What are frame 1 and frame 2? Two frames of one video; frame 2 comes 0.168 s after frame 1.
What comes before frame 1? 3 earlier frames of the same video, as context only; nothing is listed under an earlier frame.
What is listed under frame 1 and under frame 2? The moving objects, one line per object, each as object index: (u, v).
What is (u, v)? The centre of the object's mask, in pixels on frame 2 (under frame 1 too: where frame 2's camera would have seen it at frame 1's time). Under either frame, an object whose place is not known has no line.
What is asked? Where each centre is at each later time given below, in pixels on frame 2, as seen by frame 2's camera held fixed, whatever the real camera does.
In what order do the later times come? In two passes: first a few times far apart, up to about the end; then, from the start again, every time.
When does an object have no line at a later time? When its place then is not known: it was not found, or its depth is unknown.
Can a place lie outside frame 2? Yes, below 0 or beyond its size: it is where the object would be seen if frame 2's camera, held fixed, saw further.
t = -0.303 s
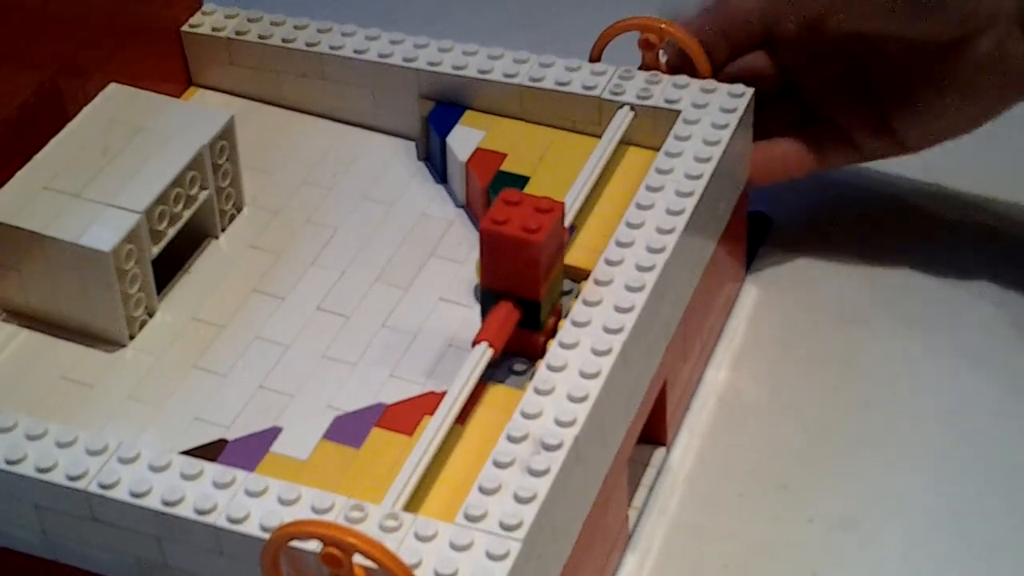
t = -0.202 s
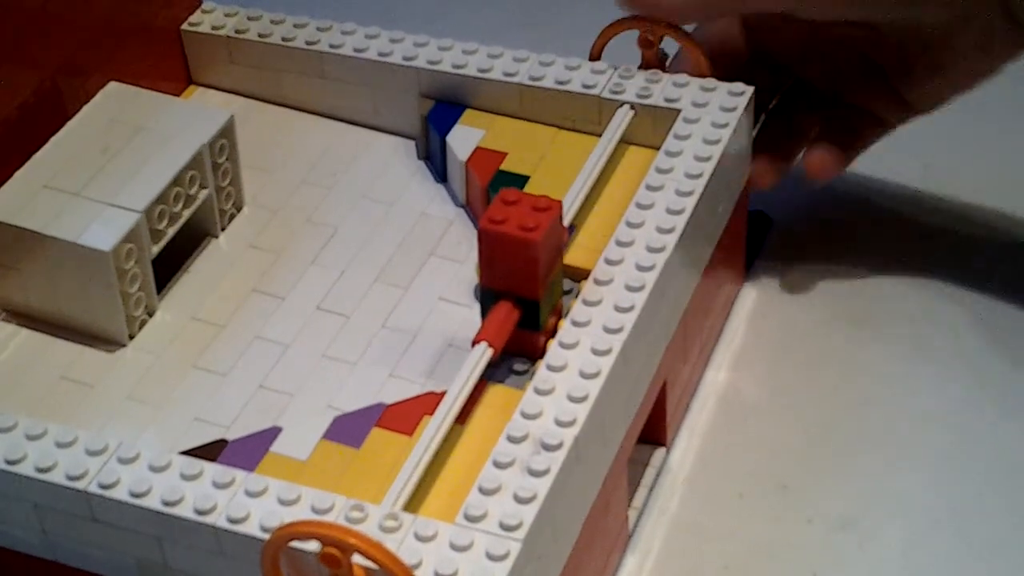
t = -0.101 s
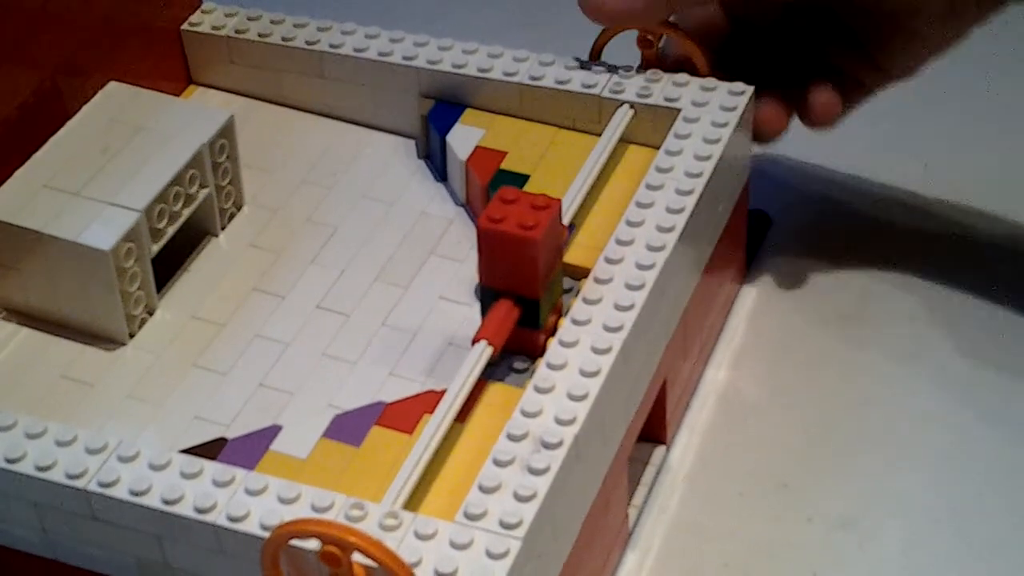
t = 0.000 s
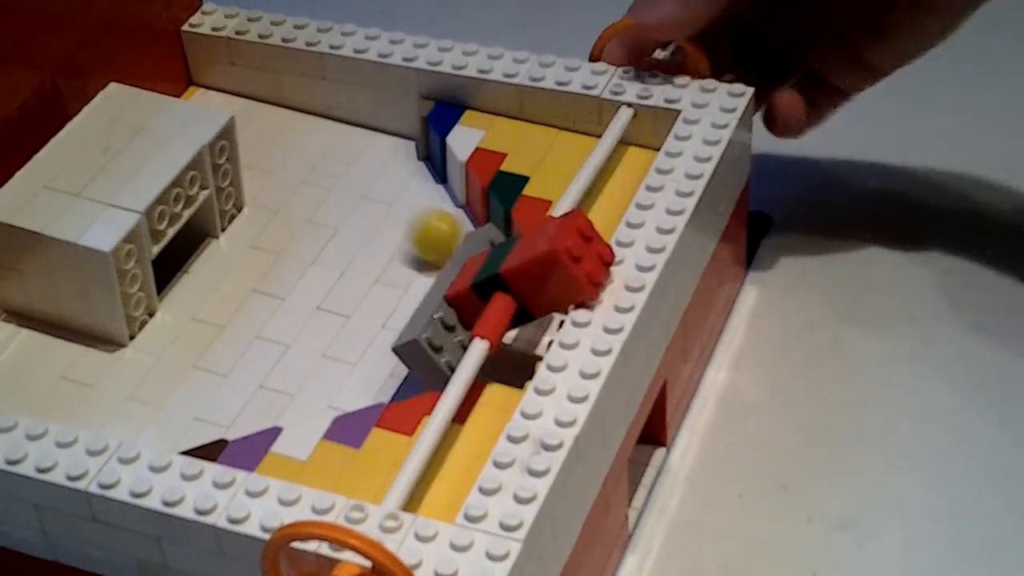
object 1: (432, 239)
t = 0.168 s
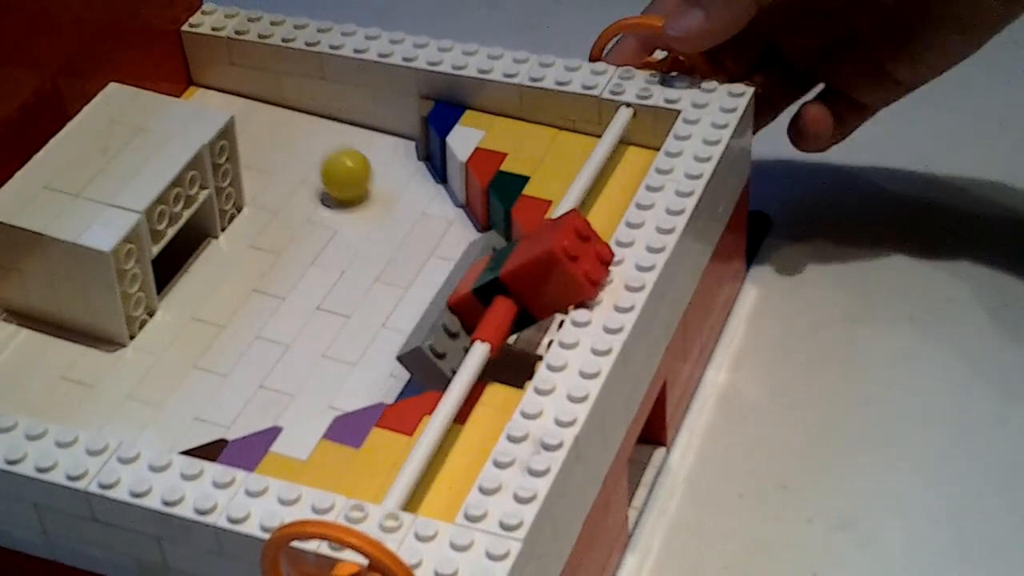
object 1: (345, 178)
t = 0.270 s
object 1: (325, 151)
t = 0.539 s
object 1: (359, 131)
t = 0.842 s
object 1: (436, 209)
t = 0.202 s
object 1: (336, 168)
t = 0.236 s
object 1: (329, 159)
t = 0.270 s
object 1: (325, 151)
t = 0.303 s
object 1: (324, 143)
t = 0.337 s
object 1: (325, 136)
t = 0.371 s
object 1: (328, 130)
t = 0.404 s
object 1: (334, 125)
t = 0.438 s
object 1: (341, 122)
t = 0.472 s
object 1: (344, 125)
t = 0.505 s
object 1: (351, 128)
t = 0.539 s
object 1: (359, 131)
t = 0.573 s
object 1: (370, 135)
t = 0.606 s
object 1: (384, 141)
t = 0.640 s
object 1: (395, 147)
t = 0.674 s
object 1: (397, 155)
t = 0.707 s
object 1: (400, 164)
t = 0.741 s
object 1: (406, 174)
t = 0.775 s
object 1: (413, 185)
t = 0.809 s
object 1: (422, 196)
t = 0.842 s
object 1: (436, 209)
